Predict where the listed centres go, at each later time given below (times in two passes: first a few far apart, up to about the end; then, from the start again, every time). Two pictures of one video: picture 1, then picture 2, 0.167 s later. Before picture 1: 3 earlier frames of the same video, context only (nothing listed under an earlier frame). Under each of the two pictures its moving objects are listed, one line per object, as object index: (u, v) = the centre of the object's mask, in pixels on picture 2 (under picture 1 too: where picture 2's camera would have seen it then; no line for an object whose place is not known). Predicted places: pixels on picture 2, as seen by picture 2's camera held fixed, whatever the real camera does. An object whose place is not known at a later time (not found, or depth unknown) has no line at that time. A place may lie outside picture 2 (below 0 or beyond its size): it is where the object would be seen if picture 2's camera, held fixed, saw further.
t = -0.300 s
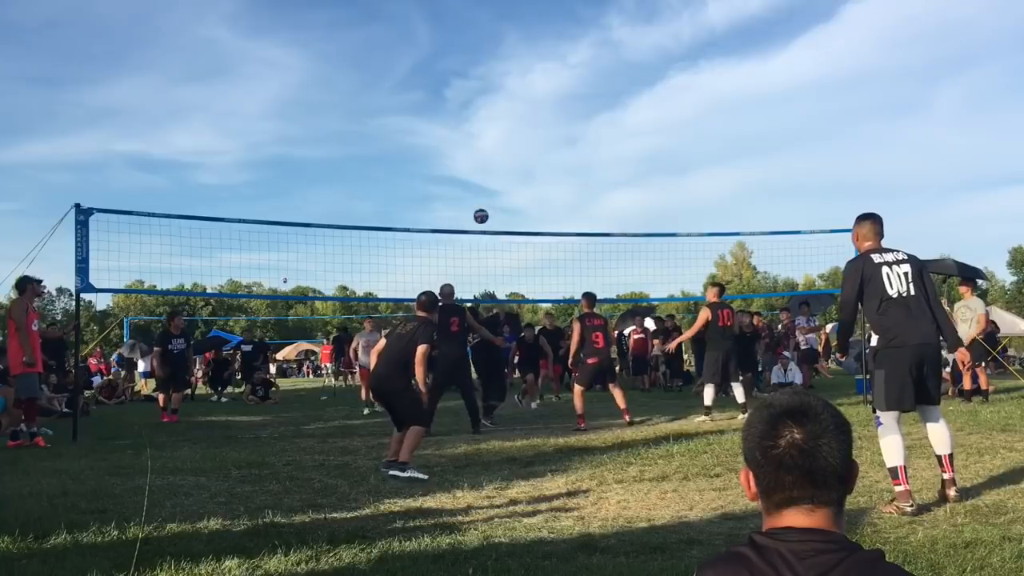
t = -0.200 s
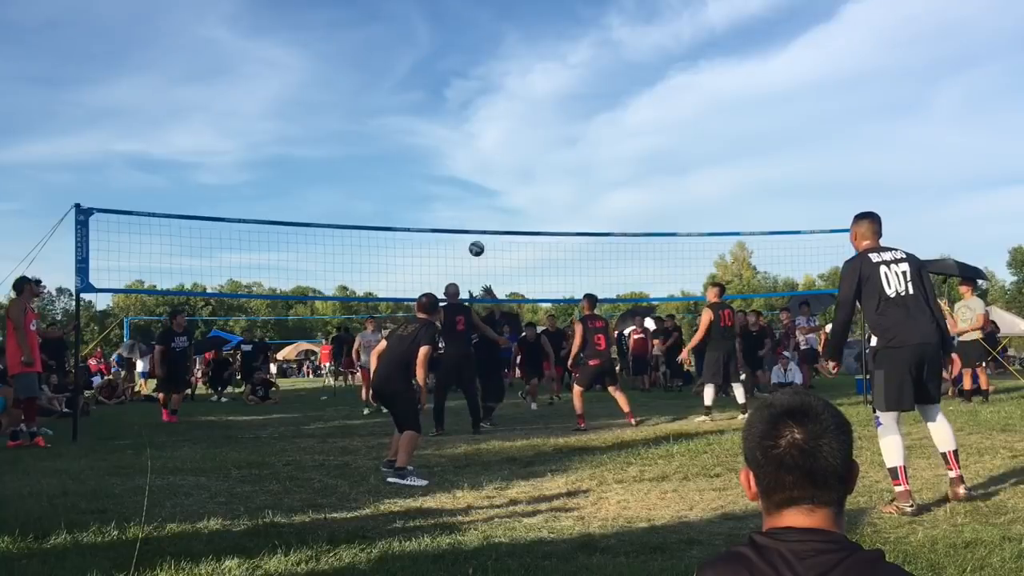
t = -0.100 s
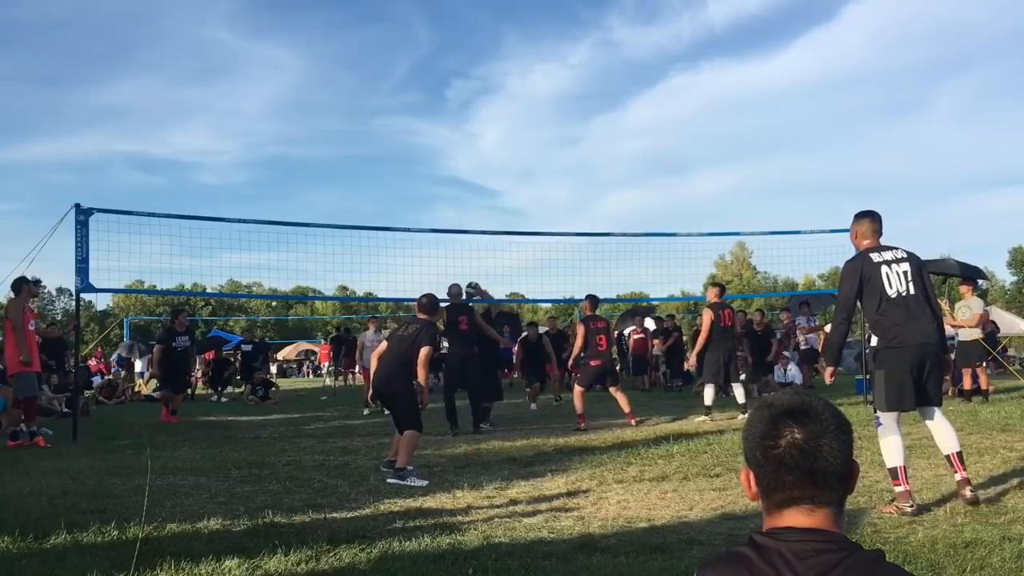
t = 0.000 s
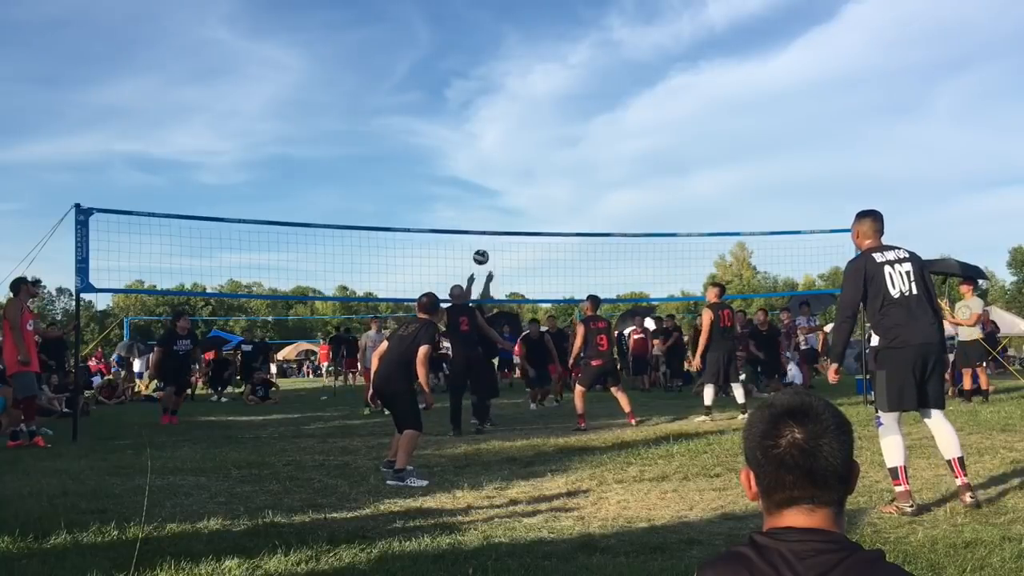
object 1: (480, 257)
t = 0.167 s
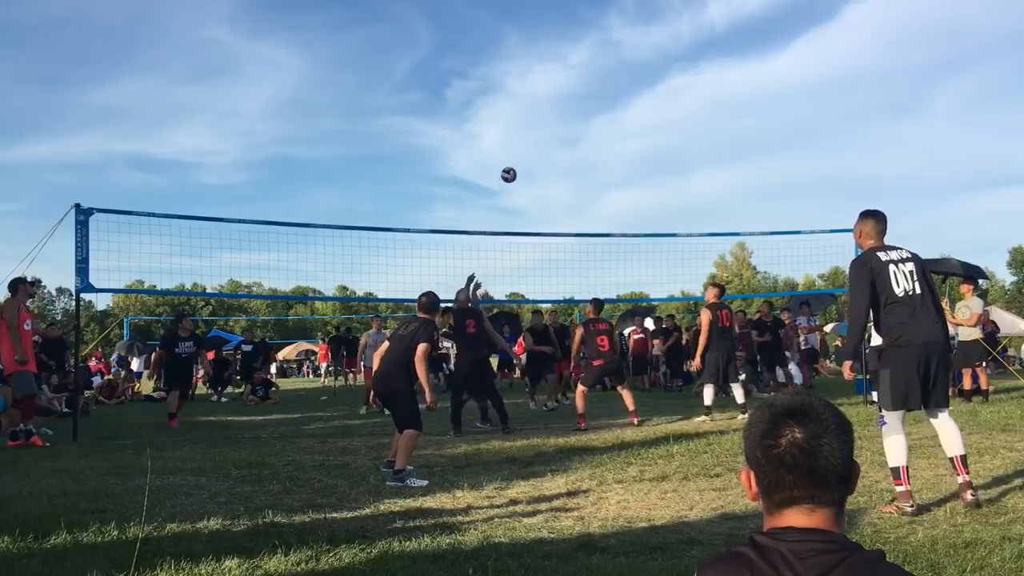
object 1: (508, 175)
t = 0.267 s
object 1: (525, 137)
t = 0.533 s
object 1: (568, 76)
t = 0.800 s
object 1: (610, 68)
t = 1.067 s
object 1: (652, 110)
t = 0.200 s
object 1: (514, 162)
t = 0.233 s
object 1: (520, 149)
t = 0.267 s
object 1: (525, 137)
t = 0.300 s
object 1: (531, 127)
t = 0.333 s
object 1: (536, 117)
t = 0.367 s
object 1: (542, 108)
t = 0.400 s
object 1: (547, 100)
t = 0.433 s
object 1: (552, 93)
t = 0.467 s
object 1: (558, 86)
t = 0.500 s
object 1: (563, 81)
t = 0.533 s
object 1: (568, 76)
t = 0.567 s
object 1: (574, 72)
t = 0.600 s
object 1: (579, 69)
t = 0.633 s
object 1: (584, 67)
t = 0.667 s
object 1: (590, 66)
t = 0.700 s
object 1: (595, 65)
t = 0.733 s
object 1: (600, 65)
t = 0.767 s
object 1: (605, 66)
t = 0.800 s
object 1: (610, 68)
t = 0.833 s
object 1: (616, 70)
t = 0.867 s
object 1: (621, 74)
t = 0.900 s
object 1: (627, 78)
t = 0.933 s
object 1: (632, 83)
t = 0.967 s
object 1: (637, 88)
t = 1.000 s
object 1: (642, 95)
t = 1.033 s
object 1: (648, 102)
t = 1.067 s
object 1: (652, 110)
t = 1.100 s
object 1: (657, 119)
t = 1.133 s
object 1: (663, 128)
